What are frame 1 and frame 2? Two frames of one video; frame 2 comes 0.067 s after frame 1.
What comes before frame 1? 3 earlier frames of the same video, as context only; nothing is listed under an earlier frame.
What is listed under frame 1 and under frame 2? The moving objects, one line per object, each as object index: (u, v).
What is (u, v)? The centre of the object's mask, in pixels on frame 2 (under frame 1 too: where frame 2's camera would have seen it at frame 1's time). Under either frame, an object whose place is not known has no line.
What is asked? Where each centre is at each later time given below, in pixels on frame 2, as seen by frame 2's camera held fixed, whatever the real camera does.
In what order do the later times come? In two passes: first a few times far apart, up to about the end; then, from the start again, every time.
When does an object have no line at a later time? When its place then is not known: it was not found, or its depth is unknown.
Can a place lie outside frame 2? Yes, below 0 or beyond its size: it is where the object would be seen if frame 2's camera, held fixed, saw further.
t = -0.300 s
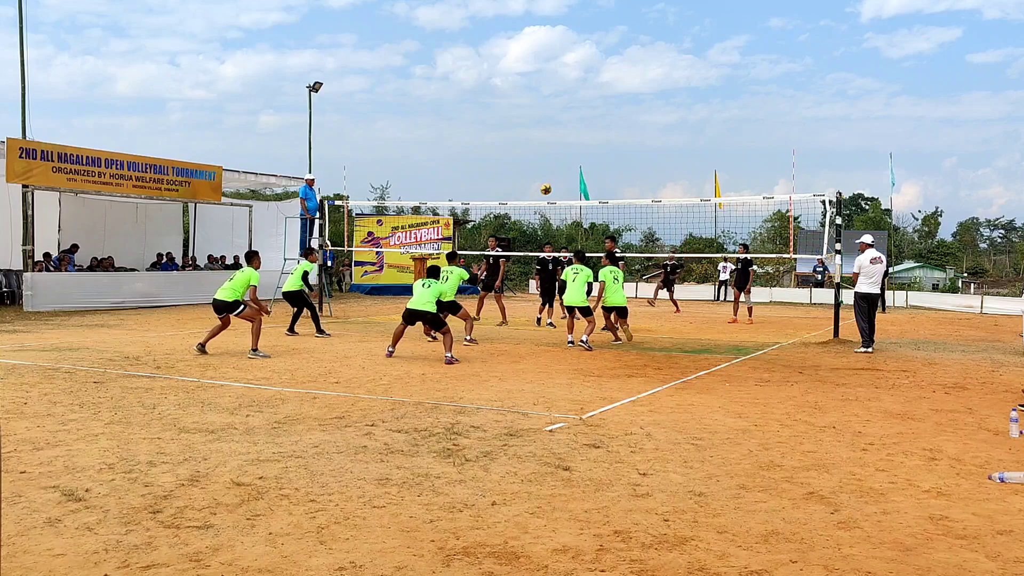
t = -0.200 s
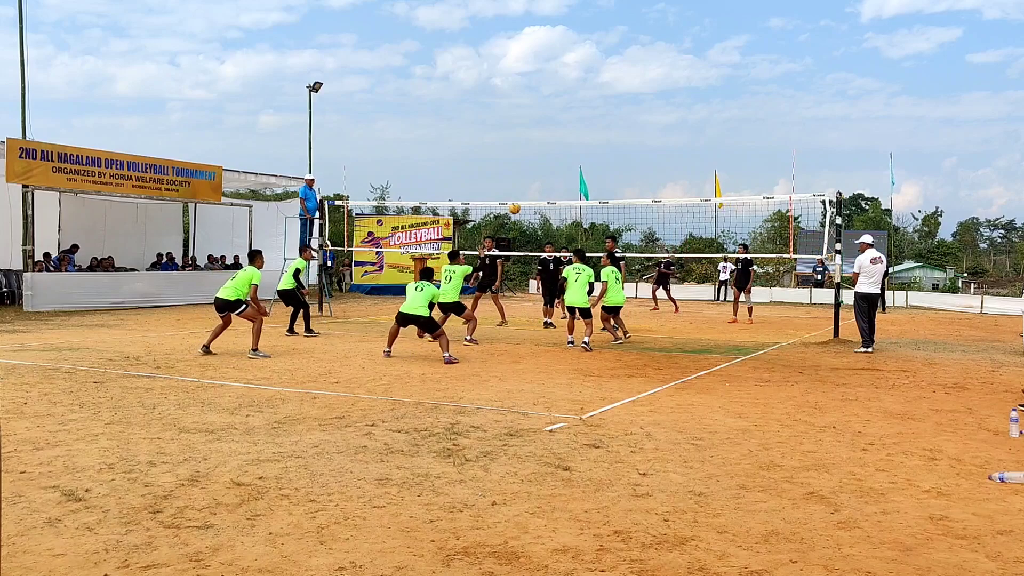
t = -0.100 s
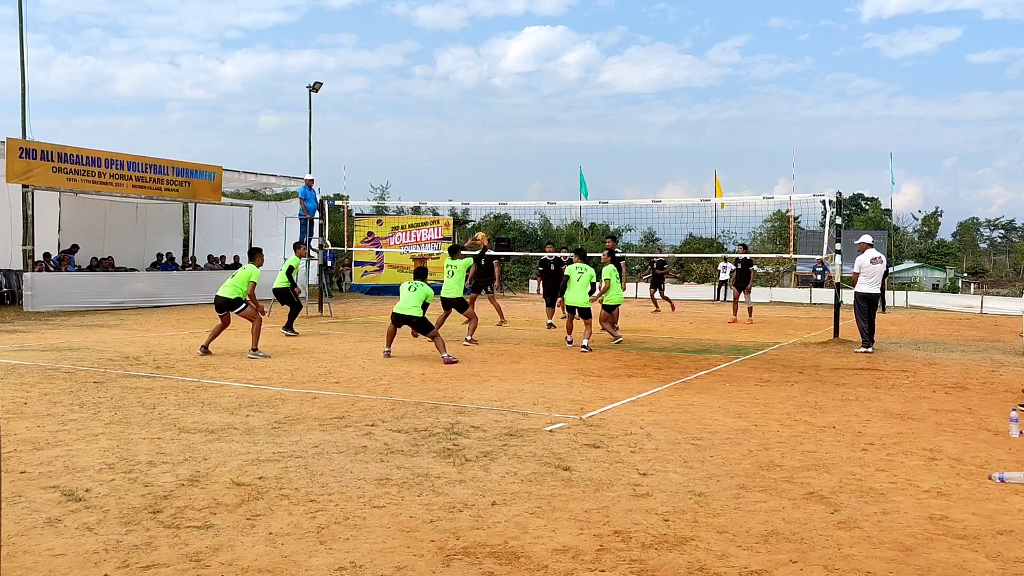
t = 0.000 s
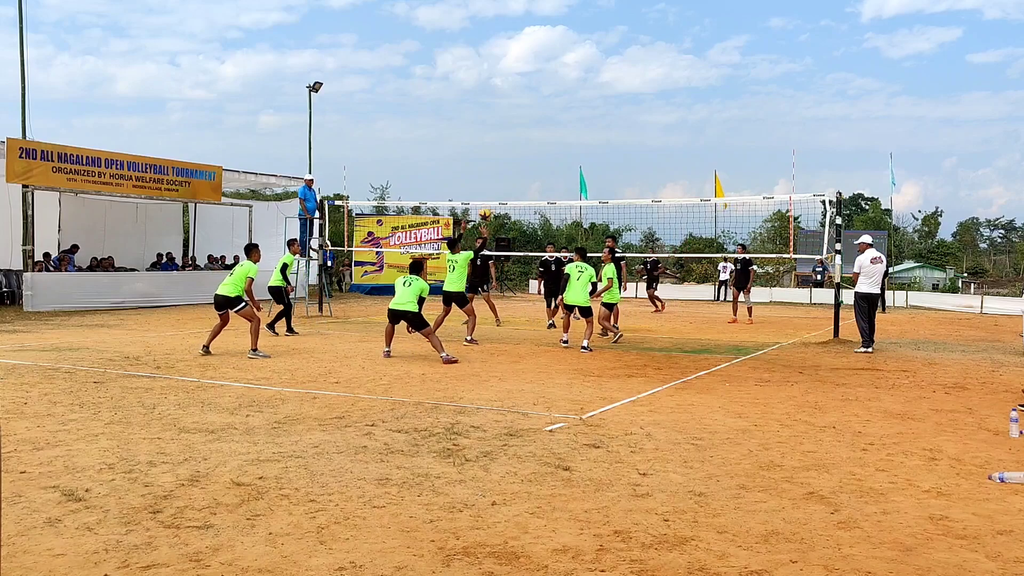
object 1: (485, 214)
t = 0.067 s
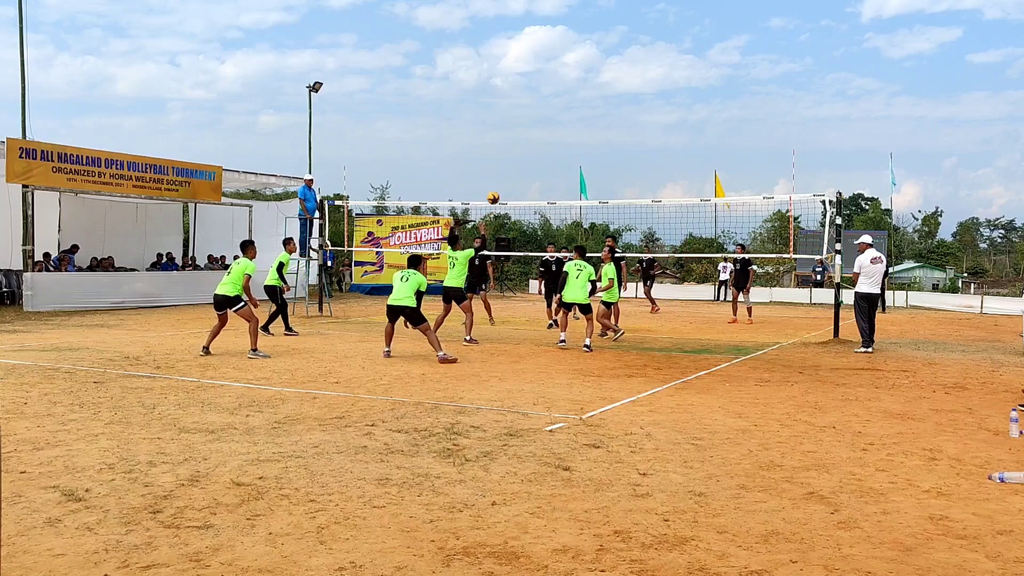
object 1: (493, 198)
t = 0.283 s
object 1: (518, 163)
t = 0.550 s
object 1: (545, 160)
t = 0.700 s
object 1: (560, 175)
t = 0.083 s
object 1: (495, 194)
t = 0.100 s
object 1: (497, 190)
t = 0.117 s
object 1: (499, 187)
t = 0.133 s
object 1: (501, 184)
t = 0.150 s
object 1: (503, 181)
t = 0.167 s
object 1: (505, 178)
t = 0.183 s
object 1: (506, 175)
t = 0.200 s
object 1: (508, 173)
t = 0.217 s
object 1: (510, 171)
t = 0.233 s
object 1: (512, 169)
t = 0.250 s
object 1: (514, 167)
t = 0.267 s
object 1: (516, 165)
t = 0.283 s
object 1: (518, 163)
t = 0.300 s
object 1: (520, 162)
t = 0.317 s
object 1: (521, 160)
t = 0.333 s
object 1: (523, 159)
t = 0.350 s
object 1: (525, 158)
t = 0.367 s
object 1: (527, 158)
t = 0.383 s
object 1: (528, 157)
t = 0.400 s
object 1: (530, 156)
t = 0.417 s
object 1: (532, 156)
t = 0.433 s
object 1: (534, 156)
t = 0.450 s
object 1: (535, 156)
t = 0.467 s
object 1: (537, 156)
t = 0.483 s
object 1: (539, 156)
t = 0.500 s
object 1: (540, 157)
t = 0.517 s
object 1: (542, 158)
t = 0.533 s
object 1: (544, 159)
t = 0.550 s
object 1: (545, 160)
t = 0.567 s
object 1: (547, 161)
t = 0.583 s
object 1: (548, 162)
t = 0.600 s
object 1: (550, 163)
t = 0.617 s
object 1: (552, 165)
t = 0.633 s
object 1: (553, 167)
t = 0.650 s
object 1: (555, 169)
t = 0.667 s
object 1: (557, 171)
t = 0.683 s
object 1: (558, 173)
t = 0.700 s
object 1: (560, 175)
